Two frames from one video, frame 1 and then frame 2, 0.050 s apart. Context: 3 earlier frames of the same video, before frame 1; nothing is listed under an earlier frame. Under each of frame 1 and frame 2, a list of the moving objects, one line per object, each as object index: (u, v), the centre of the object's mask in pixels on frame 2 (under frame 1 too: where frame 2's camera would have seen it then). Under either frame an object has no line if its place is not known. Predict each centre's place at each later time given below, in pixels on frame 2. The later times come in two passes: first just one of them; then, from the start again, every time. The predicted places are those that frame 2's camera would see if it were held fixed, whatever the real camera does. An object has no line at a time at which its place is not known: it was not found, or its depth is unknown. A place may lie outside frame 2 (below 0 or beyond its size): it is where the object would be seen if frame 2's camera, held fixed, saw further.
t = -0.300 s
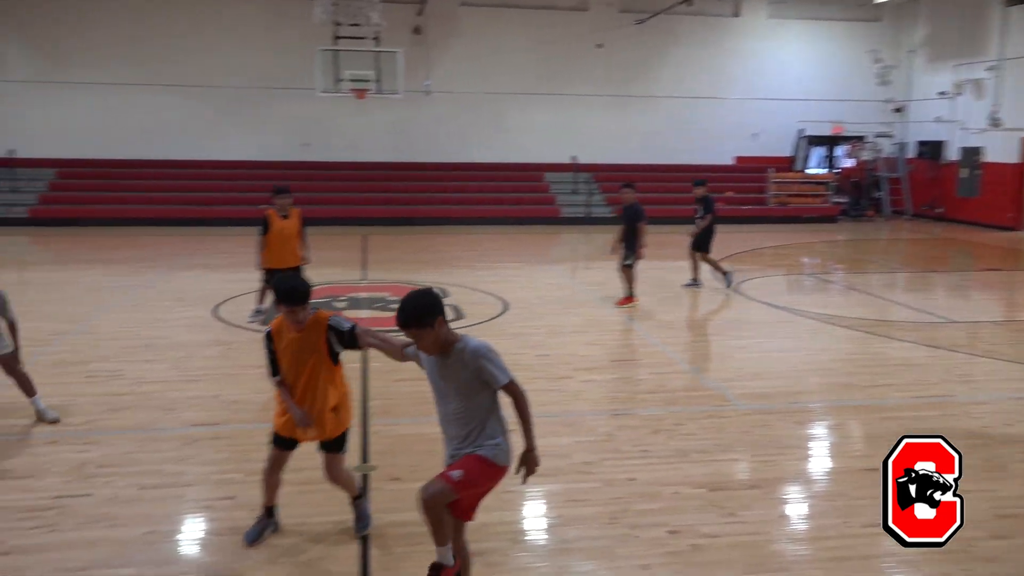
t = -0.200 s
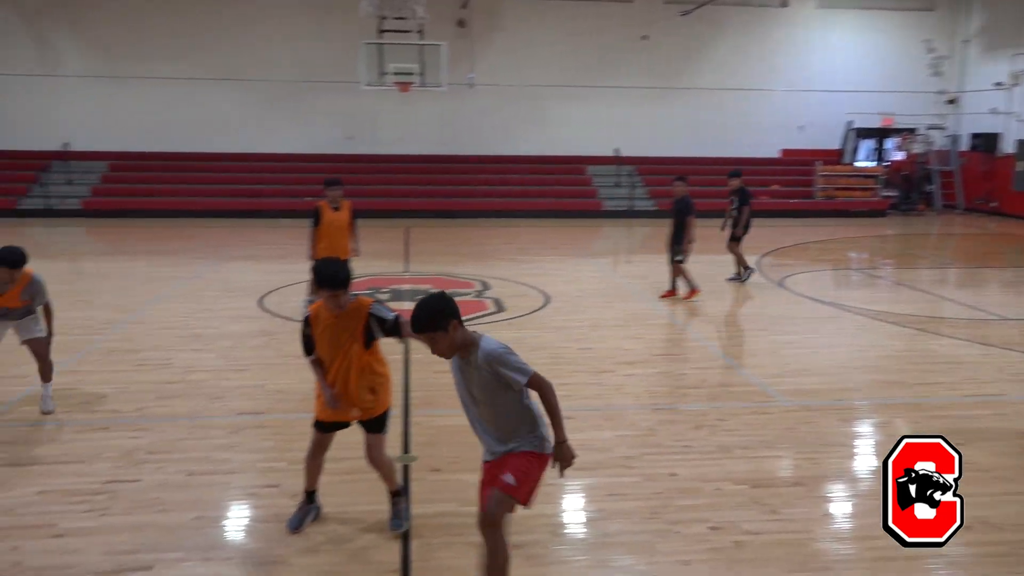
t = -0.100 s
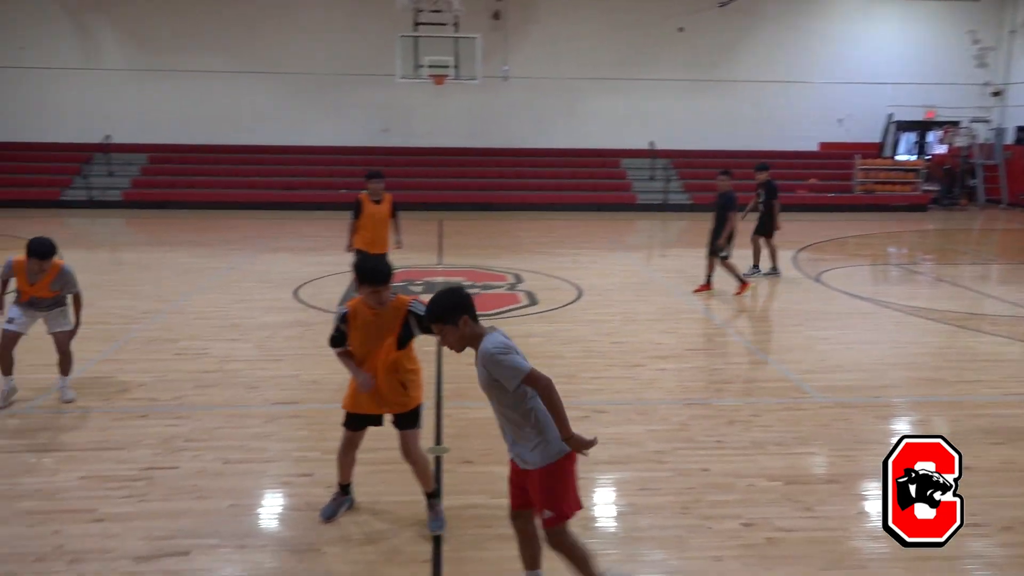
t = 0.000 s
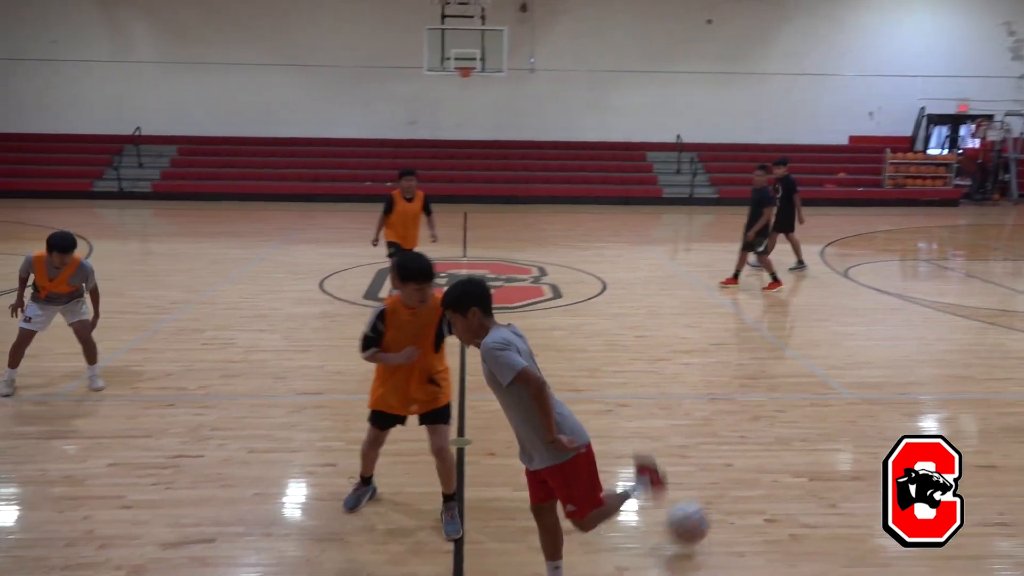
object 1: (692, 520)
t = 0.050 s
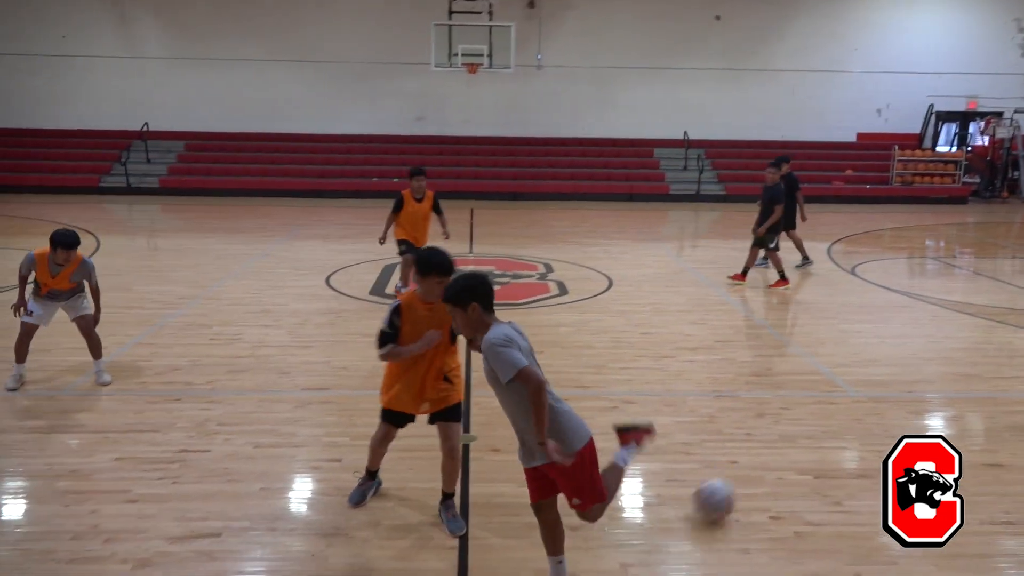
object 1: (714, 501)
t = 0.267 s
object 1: (778, 430)
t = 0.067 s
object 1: (720, 495)
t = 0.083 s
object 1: (726, 489)
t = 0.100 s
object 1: (732, 480)
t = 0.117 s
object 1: (737, 473)
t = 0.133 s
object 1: (743, 465)
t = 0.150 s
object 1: (749, 457)
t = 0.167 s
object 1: (753, 452)
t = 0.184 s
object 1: (758, 447)
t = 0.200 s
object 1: (762, 444)
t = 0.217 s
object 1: (766, 440)
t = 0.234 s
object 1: (770, 437)
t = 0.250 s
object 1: (773, 435)
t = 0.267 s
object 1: (778, 430)
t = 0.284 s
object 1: (782, 425)
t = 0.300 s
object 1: (785, 420)
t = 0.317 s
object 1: (789, 416)
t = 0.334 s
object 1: (792, 413)
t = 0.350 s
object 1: (795, 410)
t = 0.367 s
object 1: (798, 408)
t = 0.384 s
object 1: (801, 405)
